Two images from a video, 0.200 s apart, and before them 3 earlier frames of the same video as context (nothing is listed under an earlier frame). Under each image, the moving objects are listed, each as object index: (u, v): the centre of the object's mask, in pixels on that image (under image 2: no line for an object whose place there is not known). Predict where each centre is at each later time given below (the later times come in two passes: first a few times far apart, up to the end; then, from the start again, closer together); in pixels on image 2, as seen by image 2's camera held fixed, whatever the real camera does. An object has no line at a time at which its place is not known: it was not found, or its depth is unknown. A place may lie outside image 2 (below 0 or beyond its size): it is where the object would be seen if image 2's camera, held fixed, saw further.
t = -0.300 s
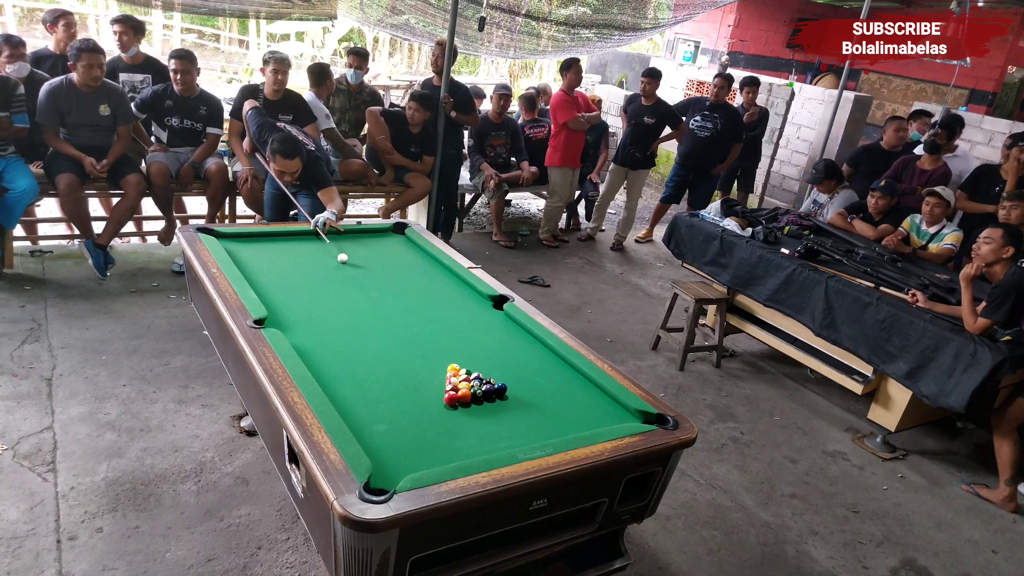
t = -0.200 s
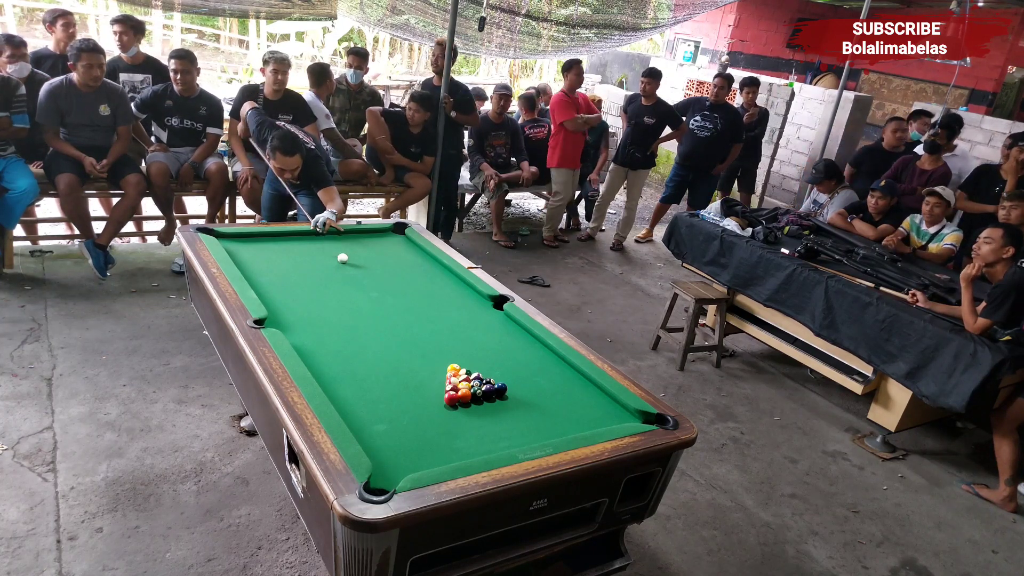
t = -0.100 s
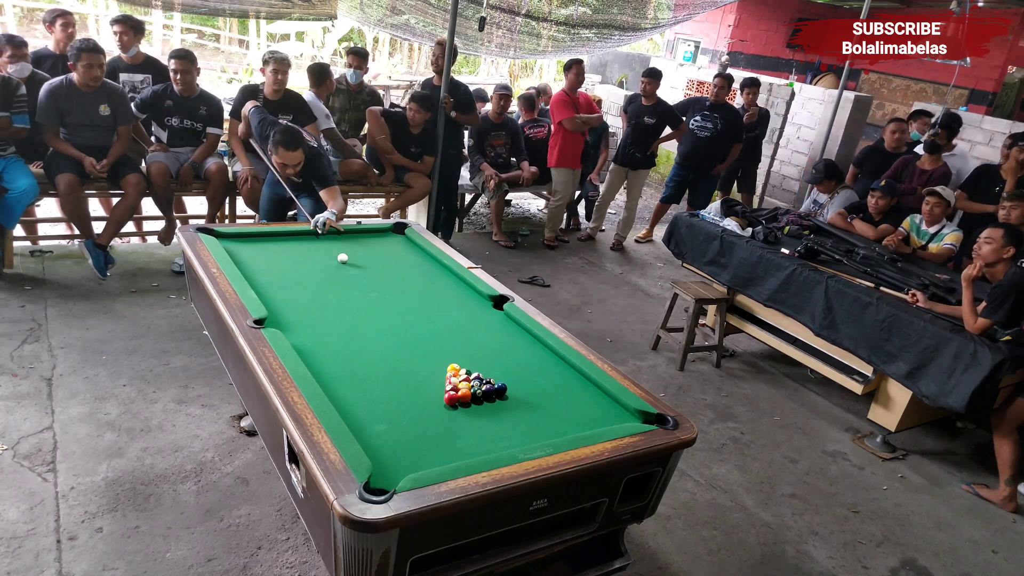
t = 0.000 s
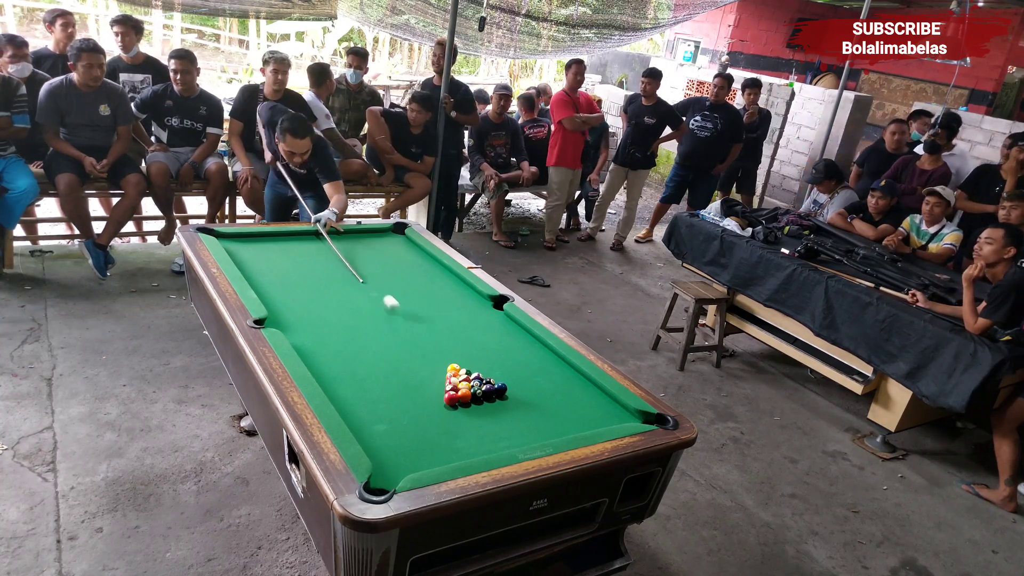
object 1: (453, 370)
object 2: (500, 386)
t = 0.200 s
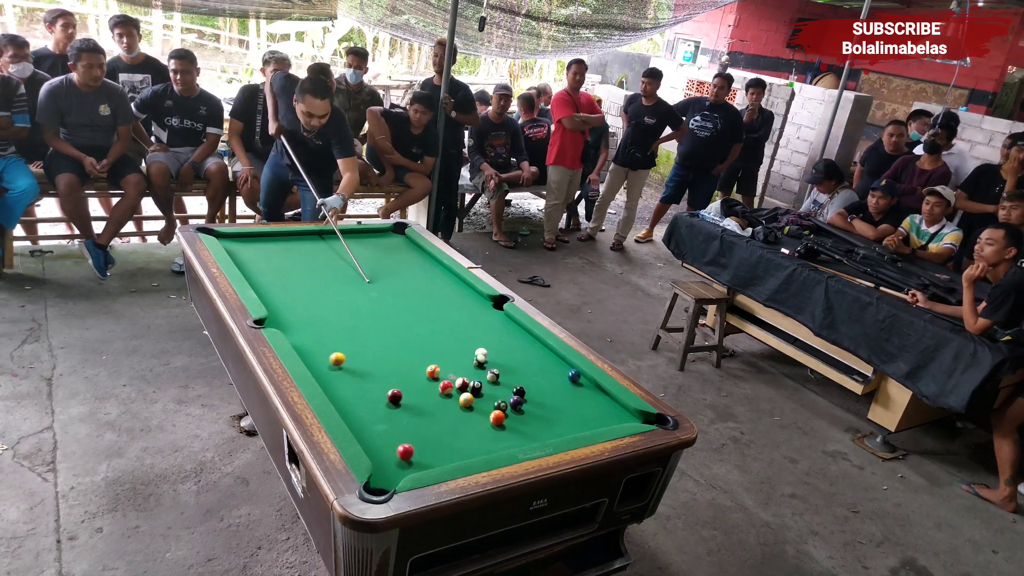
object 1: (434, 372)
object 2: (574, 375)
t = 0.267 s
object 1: (426, 369)
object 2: (543, 349)
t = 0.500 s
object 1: (401, 362)
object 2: (423, 293)
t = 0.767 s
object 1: (376, 354)
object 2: (321, 242)
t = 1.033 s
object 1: (354, 347)
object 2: (272, 262)
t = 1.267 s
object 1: (338, 342)
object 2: (280, 290)
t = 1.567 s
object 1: (319, 335)
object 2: (364, 321)
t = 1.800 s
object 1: (306, 332)
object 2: (403, 339)
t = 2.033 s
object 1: (296, 328)
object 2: (409, 349)
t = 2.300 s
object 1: (287, 324)
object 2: (416, 359)
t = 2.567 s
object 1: (279, 321)
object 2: (424, 368)
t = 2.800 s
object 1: (275, 319)
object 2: (430, 376)
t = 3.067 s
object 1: (275, 319)
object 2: (436, 383)
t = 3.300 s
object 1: (274, 319)
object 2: (440, 388)
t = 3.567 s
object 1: (274, 319)
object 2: (445, 393)
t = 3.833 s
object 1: (274, 319)
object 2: (449, 396)
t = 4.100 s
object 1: (274, 319)
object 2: (451, 397)
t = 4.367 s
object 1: (274, 319)
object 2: (451, 398)
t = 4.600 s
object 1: (274, 319)
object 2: (451, 398)
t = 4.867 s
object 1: (273, 320)
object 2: (451, 398)
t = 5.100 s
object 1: (274, 319)
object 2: (451, 397)
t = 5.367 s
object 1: (273, 320)
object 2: (451, 397)
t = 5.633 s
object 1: (273, 319)
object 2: (451, 397)
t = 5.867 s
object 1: (273, 319)
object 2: (451, 397)
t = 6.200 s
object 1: (273, 320)
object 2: (451, 397)
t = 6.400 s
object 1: (273, 319)
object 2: (451, 397)
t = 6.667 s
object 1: (273, 319)
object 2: (451, 397)
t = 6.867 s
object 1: (274, 319)
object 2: (451, 397)
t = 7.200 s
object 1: (274, 319)
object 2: (451, 397)
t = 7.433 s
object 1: (274, 319)
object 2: (451, 397)
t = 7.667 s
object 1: (274, 319)
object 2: (451, 397)
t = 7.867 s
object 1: (274, 319)
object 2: (451, 397)
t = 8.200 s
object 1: (274, 319)
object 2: (451, 397)
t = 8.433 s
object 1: (274, 319)
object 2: (451, 397)
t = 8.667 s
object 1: (274, 319)
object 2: (451, 397)
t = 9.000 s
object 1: (274, 319)
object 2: (451, 397)
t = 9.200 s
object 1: (274, 319)
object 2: (451, 397)
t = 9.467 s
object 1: (274, 319)
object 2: (451, 397)
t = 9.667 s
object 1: (274, 319)
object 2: (451, 397)
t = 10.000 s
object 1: (274, 319)
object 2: (451, 397)
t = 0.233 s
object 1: (430, 371)
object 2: (566, 361)
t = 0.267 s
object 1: (426, 369)
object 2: (543, 349)
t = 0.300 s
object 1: (422, 368)
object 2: (522, 343)
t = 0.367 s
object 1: (415, 366)
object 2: (485, 325)
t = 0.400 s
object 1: (412, 365)
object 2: (469, 316)
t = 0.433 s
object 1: (408, 364)
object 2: (453, 308)
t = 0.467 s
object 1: (405, 363)
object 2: (437, 301)
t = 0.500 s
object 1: (401, 362)
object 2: (423, 293)
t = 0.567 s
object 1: (394, 360)
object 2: (395, 279)
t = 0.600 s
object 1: (391, 359)
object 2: (381, 273)
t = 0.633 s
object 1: (388, 358)
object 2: (368, 266)
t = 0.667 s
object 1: (385, 357)
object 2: (356, 260)
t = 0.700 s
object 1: (382, 356)
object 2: (344, 254)
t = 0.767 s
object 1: (376, 354)
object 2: (321, 242)
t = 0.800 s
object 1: (373, 354)
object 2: (310, 237)
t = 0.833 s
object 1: (370, 352)
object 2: (302, 235)
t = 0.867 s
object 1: (368, 352)
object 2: (298, 240)
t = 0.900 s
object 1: (365, 351)
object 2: (294, 245)
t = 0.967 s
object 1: (360, 349)
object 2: (284, 253)
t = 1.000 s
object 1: (357, 348)
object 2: (278, 258)
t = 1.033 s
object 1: (354, 347)
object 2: (272, 262)
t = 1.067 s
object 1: (352, 346)
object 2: (266, 267)
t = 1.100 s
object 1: (349, 346)
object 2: (260, 271)
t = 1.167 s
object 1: (344, 344)
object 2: (250, 279)
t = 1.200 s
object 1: (342, 343)
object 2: (260, 283)
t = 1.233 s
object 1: (340, 343)
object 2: (271, 287)
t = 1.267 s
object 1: (338, 342)
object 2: (280, 290)
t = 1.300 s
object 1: (335, 341)
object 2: (289, 294)
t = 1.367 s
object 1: (331, 340)
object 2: (308, 301)
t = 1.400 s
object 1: (329, 339)
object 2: (317, 304)
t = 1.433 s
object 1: (327, 338)
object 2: (326, 307)
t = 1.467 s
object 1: (325, 338)
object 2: (336, 311)
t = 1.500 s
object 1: (323, 336)
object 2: (346, 314)
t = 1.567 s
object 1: (319, 335)
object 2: (364, 321)
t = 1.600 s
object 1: (317, 334)
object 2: (374, 325)
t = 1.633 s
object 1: (315, 334)
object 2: (384, 328)
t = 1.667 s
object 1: (313, 334)
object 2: (394, 332)
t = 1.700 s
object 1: (312, 333)
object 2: (404, 336)
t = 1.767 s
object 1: (308, 332)
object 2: (404, 338)
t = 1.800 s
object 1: (306, 332)
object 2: (403, 339)
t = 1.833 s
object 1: (305, 331)
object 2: (403, 340)
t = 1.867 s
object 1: (303, 331)
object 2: (404, 341)
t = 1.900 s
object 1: (302, 330)
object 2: (405, 343)
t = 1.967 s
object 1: (299, 329)
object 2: (407, 346)
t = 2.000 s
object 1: (298, 328)
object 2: (408, 347)
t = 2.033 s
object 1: (296, 328)
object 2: (409, 349)
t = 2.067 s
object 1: (295, 327)
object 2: (409, 350)
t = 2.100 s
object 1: (294, 327)
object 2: (410, 351)
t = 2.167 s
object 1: (291, 326)
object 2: (412, 354)
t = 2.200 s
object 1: (290, 325)
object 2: (414, 356)
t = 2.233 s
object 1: (289, 325)
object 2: (414, 357)
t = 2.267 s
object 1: (288, 324)
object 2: (415, 357)
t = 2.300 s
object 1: (287, 324)
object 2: (416, 359)
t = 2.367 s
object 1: (285, 323)
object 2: (418, 362)
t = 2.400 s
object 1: (284, 322)
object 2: (419, 363)
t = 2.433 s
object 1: (283, 322)
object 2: (420, 364)
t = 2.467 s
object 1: (282, 321)
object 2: (421, 365)
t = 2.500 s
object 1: (281, 321)
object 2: (422, 366)
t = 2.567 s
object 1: (279, 321)
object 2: (424, 368)
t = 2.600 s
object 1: (278, 320)
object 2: (424, 370)
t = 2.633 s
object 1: (278, 320)
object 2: (425, 371)
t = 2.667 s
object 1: (277, 320)
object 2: (426, 372)
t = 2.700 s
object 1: (276, 320)
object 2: (427, 373)
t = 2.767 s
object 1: (275, 319)
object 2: (429, 375)
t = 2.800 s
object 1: (275, 319)
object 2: (430, 376)
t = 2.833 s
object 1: (274, 319)
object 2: (430, 377)
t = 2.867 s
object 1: (274, 319)
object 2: (431, 378)
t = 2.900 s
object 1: (274, 319)
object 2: (432, 378)
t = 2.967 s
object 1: (274, 319)
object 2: (433, 380)
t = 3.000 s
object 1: (274, 319)
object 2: (434, 381)
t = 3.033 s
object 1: (274, 319)
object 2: (435, 382)
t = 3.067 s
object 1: (275, 319)
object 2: (436, 383)
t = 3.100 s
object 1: (274, 319)
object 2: (436, 384)
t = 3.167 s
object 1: (274, 319)
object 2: (438, 385)
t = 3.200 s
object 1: (274, 319)
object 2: (438, 386)
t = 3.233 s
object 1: (274, 319)
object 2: (439, 387)
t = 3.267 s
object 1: (274, 319)
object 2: (439, 387)
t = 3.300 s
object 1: (274, 319)
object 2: (440, 388)
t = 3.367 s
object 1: (275, 319)
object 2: (441, 390)
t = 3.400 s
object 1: (274, 319)
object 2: (442, 390)
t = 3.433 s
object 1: (275, 319)
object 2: (443, 391)
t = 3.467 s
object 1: (274, 319)
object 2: (443, 392)
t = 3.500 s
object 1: (274, 319)
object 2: (444, 392)
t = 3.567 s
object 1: (274, 319)
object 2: (445, 393)
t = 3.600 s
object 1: (274, 319)
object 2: (446, 394)
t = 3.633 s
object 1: (274, 319)
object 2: (446, 394)
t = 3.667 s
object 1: (274, 319)
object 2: (447, 394)
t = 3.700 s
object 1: (274, 319)
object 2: (447, 394)
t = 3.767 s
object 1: (274, 319)
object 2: (449, 395)
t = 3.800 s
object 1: (274, 319)
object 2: (449, 395)
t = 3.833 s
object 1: (274, 319)
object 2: (449, 396)
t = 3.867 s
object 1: (274, 319)
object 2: (450, 396)
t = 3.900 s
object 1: (274, 319)
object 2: (450, 396)
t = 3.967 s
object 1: (274, 319)
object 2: (450, 397)
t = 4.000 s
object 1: (274, 319)
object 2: (451, 397)
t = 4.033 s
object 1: (274, 319)
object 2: (451, 397)
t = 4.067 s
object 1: (274, 319)
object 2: (451, 397)
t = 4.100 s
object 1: (274, 319)
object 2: (451, 397)
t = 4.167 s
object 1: (274, 319)
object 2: (451, 397)
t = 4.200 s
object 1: (274, 319)
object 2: (451, 398)
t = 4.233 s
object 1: (274, 319)
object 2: (451, 398)
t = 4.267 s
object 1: (274, 319)
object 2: (451, 398)
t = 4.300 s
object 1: (274, 319)
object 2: (451, 398)
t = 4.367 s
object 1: (274, 319)
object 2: (451, 398)
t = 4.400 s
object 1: (274, 319)
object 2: (451, 398)
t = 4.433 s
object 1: (274, 319)
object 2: (451, 398)
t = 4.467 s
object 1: (274, 319)
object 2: (451, 398)
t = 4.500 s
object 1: (274, 319)
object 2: (451, 398)
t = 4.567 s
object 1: (273, 319)
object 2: (451, 398)
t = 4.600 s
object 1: (274, 319)
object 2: (451, 398)
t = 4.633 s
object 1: (274, 319)
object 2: (451, 398)
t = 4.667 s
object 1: (274, 319)
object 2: (451, 398)
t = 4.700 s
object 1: (273, 319)
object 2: (451, 398)
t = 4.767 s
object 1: (274, 319)
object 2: (451, 398)
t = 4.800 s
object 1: (274, 319)
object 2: (451, 398)
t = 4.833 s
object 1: (273, 319)
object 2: (451, 398)
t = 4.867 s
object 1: (273, 320)
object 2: (451, 398)
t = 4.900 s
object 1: (273, 320)
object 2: (451, 398)
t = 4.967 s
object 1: (274, 319)
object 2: (451, 398)
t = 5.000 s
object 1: (274, 319)
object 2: (451, 398)
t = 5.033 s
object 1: (274, 319)
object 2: (451, 398)
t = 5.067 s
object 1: (274, 319)
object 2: (451, 397)
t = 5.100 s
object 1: (274, 319)
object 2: (451, 397)
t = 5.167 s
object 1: (274, 319)
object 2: (451, 397)
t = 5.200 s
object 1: (274, 319)
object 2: (451, 398)
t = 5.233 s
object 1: (273, 320)
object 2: (451, 397)
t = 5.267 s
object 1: (274, 319)
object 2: (451, 397)
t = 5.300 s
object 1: (274, 319)
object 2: (451, 397)
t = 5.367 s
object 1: (273, 320)
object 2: (451, 397)
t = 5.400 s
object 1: (273, 320)
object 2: (451, 397)
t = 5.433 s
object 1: (274, 319)
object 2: (451, 397)
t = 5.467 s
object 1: (274, 319)
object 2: (451, 397)
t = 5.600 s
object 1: (273, 319)
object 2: (451, 397)
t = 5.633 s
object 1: (273, 319)
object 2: (451, 397)
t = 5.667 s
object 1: (273, 320)
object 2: (451, 397)
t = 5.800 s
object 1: (273, 319)
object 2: (451, 397)
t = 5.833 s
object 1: (273, 319)
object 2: (451, 397)
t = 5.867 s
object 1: (273, 319)
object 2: (451, 397)
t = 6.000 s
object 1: (274, 319)
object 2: (451, 397)
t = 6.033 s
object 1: (274, 319)
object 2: (451, 397)
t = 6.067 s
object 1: (273, 319)
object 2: (451, 397)
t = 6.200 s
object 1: (273, 320)
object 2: (451, 397)
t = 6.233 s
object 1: (273, 320)
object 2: (451, 397)
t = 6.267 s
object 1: (273, 320)
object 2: (451, 397)
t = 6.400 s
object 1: (273, 319)
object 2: (451, 397)
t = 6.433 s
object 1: (273, 320)
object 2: (451, 397)
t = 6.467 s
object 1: (273, 319)
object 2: (451, 397)
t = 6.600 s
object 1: (274, 319)
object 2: (451, 397)
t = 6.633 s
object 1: (273, 319)
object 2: (451, 397)
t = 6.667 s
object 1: (273, 319)
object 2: (451, 397)
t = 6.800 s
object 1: (274, 319)
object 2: (451, 397)
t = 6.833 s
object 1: (274, 319)
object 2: (451, 397)
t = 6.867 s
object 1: (274, 319)
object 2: (451, 397)
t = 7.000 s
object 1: (274, 319)
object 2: (451, 397)
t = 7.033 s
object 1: (274, 319)
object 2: (451, 397)
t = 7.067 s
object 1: (274, 319)
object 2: (451, 397)
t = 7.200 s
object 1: (274, 319)
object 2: (451, 397)
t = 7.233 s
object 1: (274, 319)
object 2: (451, 397)
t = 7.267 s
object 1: (274, 319)
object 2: (451, 397)
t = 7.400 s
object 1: (274, 319)
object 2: (451, 397)
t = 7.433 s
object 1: (274, 319)
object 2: (451, 397)
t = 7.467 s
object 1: (274, 319)
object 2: (451, 397)
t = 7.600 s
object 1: (274, 319)
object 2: (451, 397)
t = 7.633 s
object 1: (274, 319)
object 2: (451, 397)
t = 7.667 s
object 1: (274, 319)
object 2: (451, 397)
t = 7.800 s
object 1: (274, 319)
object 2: (451, 397)
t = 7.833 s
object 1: (274, 319)
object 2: (451, 397)
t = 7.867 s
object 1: (274, 319)
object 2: (451, 397)
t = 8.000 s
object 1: (274, 319)
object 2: (451, 397)
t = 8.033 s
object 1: (274, 319)
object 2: (451, 397)
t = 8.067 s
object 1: (274, 319)
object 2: (451, 397)
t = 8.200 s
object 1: (274, 319)
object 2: (451, 397)
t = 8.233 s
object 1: (274, 319)
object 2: (451, 397)
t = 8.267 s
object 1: (274, 319)
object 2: (451, 397)
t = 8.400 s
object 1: (274, 319)
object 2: (451, 397)
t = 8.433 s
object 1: (274, 319)
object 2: (451, 397)
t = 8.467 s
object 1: (274, 319)
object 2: (451, 397)
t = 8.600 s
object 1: (274, 319)
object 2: (451, 397)
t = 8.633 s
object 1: (274, 319)
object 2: (451, 397)
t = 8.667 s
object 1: (274, 319)
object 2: (451, 397)
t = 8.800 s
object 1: (274, 319)
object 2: (451, 397)
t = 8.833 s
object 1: (274, 319)
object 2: (451, 397)
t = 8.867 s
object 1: (274, 319)
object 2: (451, 397)
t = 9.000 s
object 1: (274, 319)
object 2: (451, 397)
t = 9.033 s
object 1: (274, 319)
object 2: (451, 397)
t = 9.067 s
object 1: (274, 319)
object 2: (451, 397)
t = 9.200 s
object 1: (274, 319)
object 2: (451, 397)
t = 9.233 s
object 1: (274, 319)
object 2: (451, 397)
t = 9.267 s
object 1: (274, 319)
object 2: (451, 397)
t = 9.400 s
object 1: (274, 319)
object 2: (451, 397)
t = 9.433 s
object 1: (274, 319)
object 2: (451, 397)
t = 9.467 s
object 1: (274, 319)
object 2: (451, 397)
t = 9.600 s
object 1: (274, 319)
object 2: (451, 397)
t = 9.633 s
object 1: (274, 319)
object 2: (451, 397)
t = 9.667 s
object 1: (274, 319)
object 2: (451, 397)
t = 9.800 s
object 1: (274, 319)
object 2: (451, 397)
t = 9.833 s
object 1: (274, 319)
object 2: (451, 397)
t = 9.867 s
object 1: (274, 319)
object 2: (451, 397)
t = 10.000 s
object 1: (274, 319)
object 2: (451, 397)
